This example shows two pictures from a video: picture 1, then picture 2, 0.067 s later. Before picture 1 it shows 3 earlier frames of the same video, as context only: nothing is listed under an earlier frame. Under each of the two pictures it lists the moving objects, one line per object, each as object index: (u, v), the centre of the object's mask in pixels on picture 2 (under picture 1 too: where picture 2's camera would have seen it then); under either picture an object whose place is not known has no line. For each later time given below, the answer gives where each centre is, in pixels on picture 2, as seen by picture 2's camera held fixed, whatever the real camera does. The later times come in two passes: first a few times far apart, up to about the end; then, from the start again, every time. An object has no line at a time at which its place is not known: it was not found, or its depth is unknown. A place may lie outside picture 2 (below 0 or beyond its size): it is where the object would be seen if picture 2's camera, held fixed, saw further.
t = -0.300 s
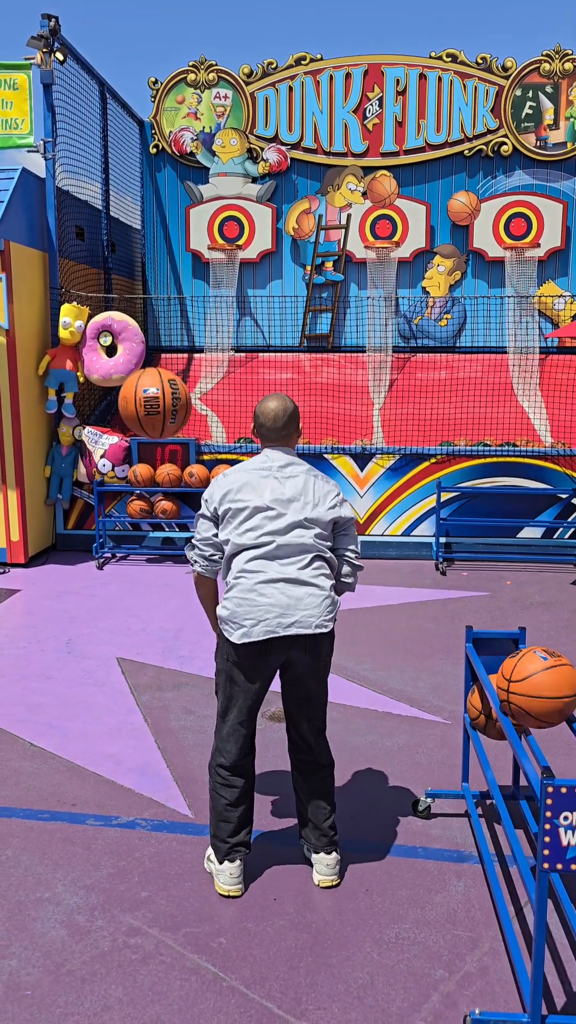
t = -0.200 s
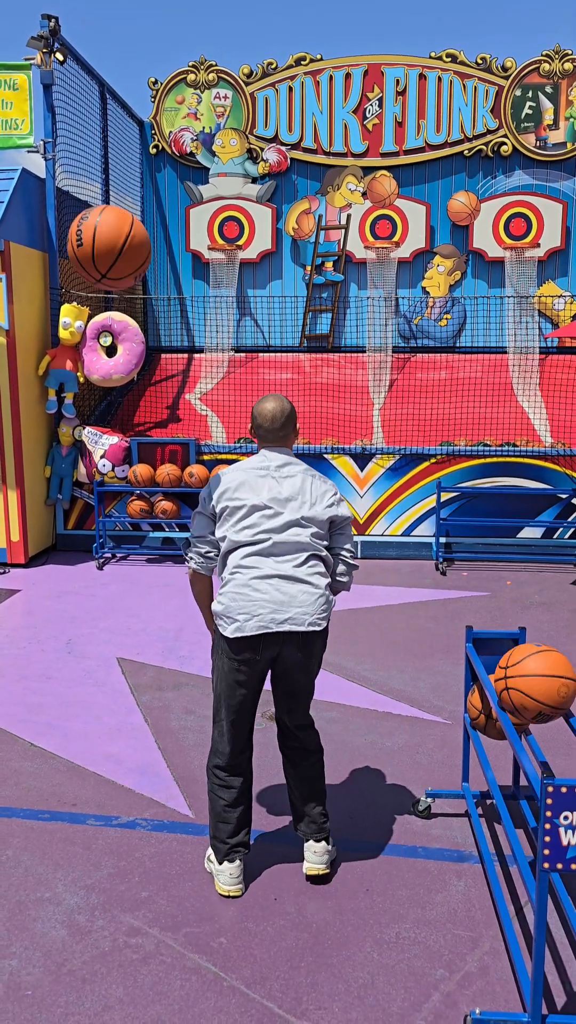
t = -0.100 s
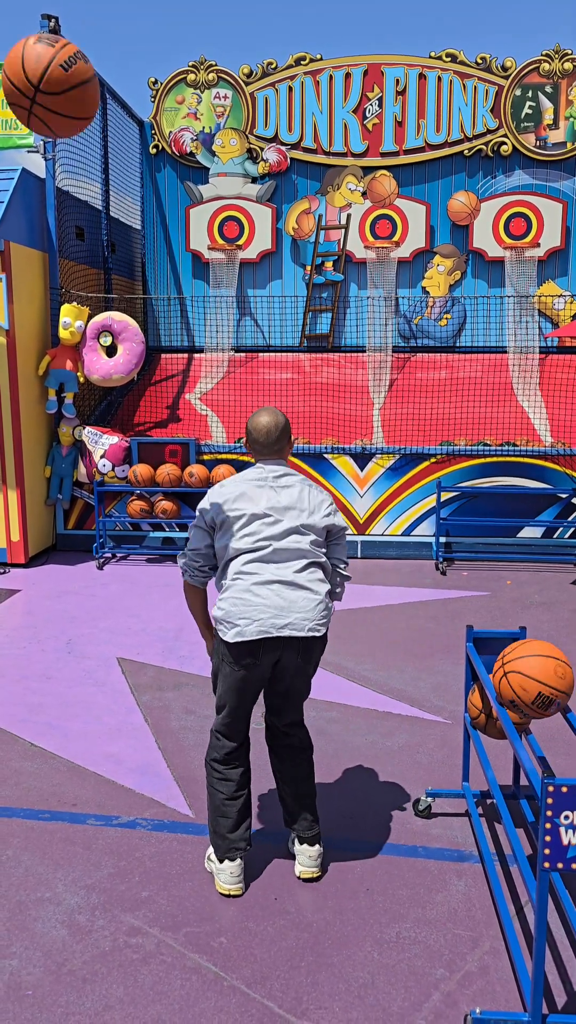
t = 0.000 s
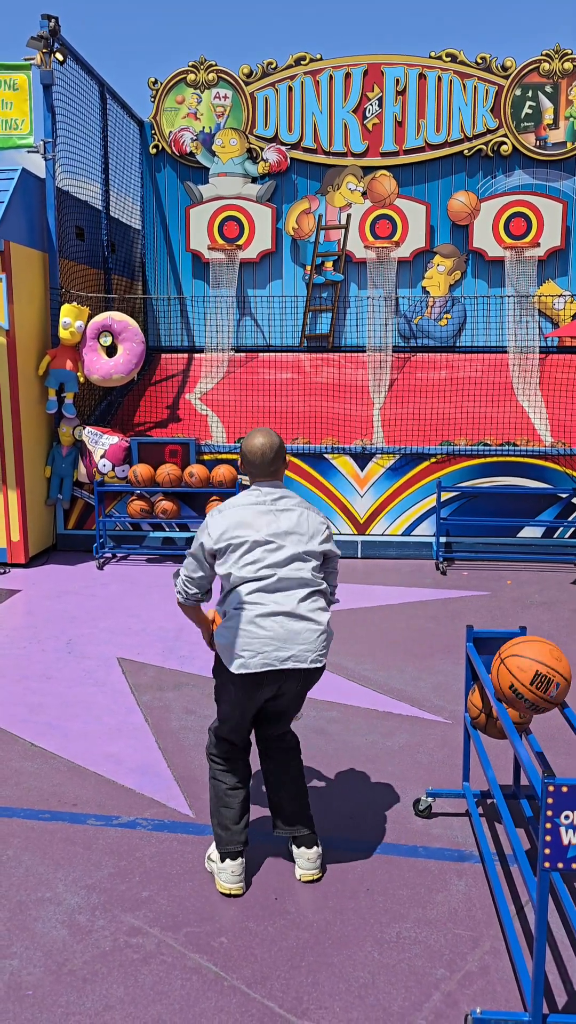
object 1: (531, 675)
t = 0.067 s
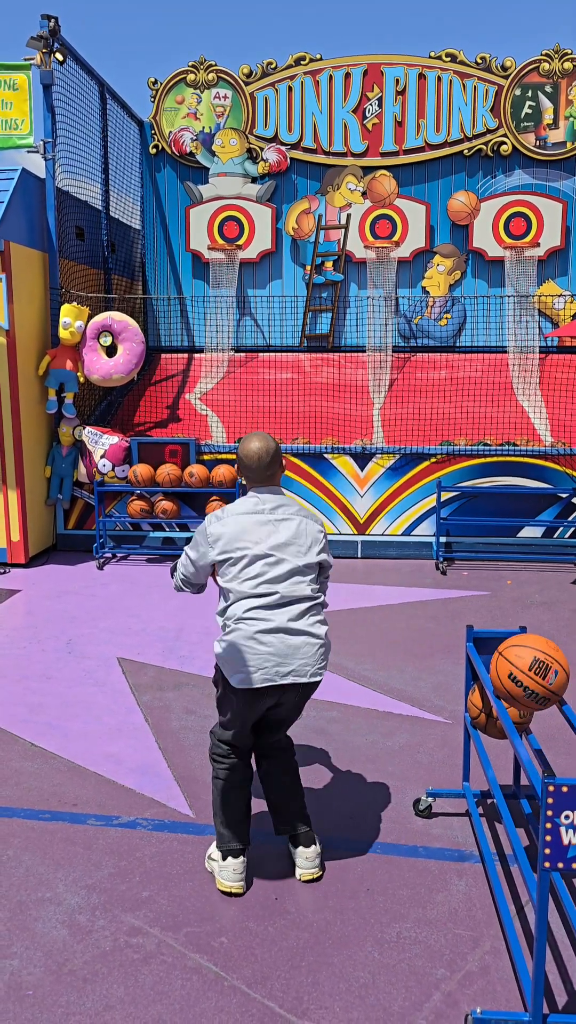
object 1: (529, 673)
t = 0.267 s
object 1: (524, 664)
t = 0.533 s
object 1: (517, 654)
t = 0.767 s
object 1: (512, 646)
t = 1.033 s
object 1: (506, 638)
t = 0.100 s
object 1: (529, 671)
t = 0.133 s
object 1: (528, 670)
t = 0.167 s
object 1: (527, 668)
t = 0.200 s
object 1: (526, 667)
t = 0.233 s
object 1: (525, 665)
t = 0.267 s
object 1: (524, 664)
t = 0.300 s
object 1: (524, 663)
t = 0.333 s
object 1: (523, 662)
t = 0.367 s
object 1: (521, 661)
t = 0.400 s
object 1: (521, 660)
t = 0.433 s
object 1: (520, 658)
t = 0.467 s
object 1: (519, 657)
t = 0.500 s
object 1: (518, 656)
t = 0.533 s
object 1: (517, 654)
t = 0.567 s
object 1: (516, 653)
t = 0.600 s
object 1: (516, 652)
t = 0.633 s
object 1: (515, 651)
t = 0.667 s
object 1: (514, 650)
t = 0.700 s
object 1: (513, 649)
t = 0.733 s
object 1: (513, 647)
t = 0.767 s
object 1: (512, 646)
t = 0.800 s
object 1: (511, 645)
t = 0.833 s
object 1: (511, 644)
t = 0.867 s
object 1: (510, 643)
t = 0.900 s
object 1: (509, 642)
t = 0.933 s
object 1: (509, 641)
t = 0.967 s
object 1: (508, 640)
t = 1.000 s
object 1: (507, 639)
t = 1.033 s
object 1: (506, 638)
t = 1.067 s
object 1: (505, 637)
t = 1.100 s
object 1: (505, 635)
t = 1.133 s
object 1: (504, 634)
